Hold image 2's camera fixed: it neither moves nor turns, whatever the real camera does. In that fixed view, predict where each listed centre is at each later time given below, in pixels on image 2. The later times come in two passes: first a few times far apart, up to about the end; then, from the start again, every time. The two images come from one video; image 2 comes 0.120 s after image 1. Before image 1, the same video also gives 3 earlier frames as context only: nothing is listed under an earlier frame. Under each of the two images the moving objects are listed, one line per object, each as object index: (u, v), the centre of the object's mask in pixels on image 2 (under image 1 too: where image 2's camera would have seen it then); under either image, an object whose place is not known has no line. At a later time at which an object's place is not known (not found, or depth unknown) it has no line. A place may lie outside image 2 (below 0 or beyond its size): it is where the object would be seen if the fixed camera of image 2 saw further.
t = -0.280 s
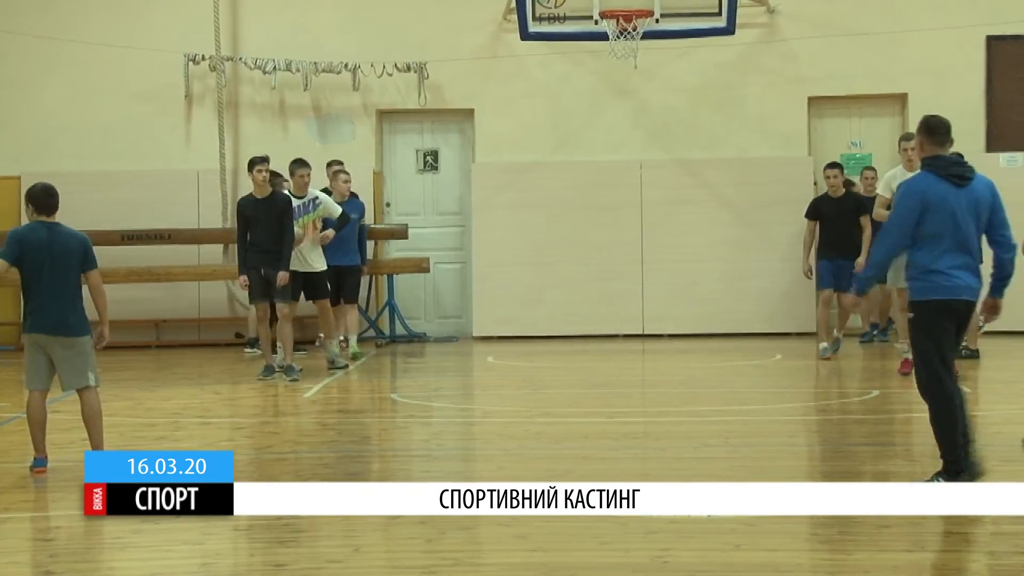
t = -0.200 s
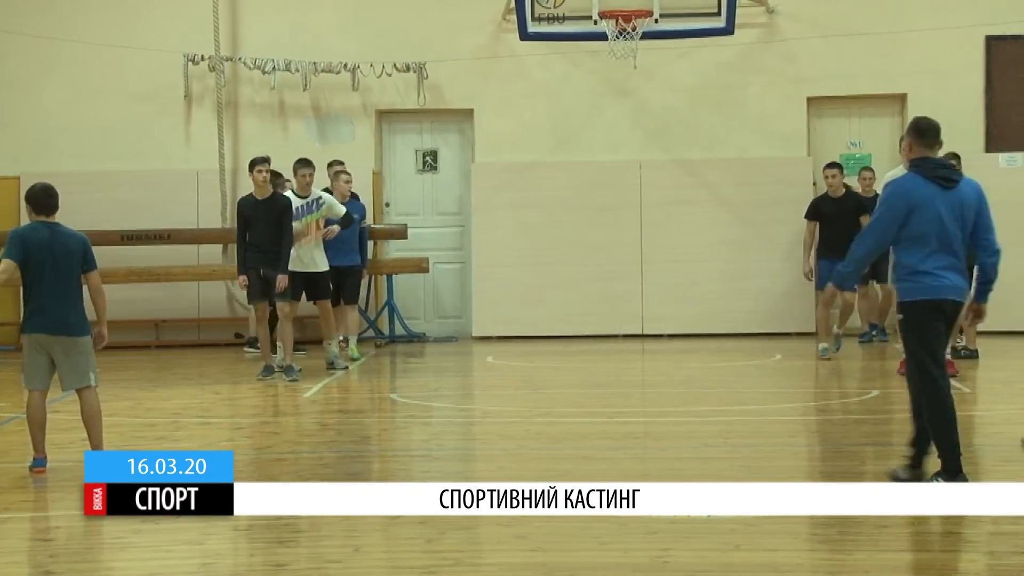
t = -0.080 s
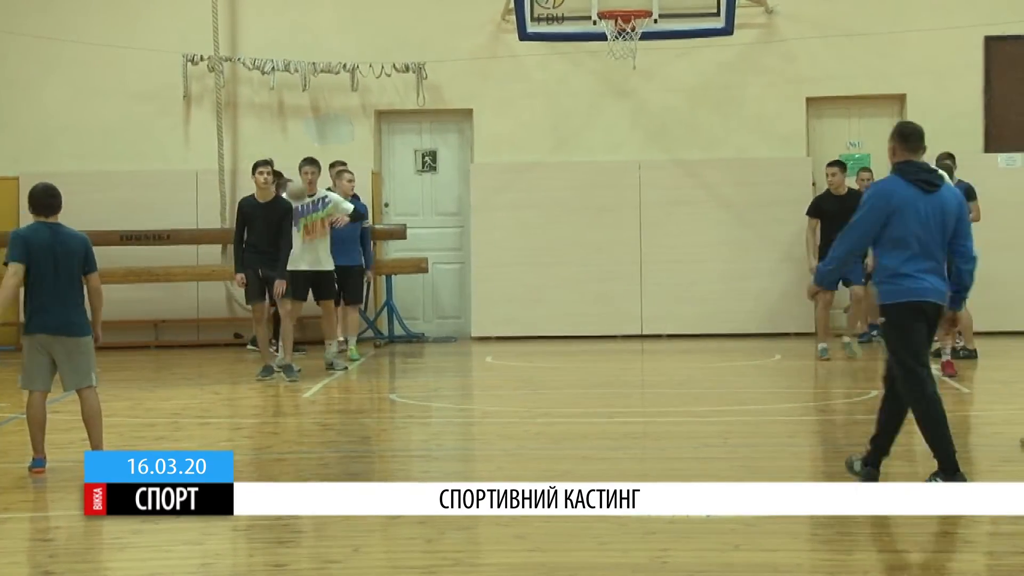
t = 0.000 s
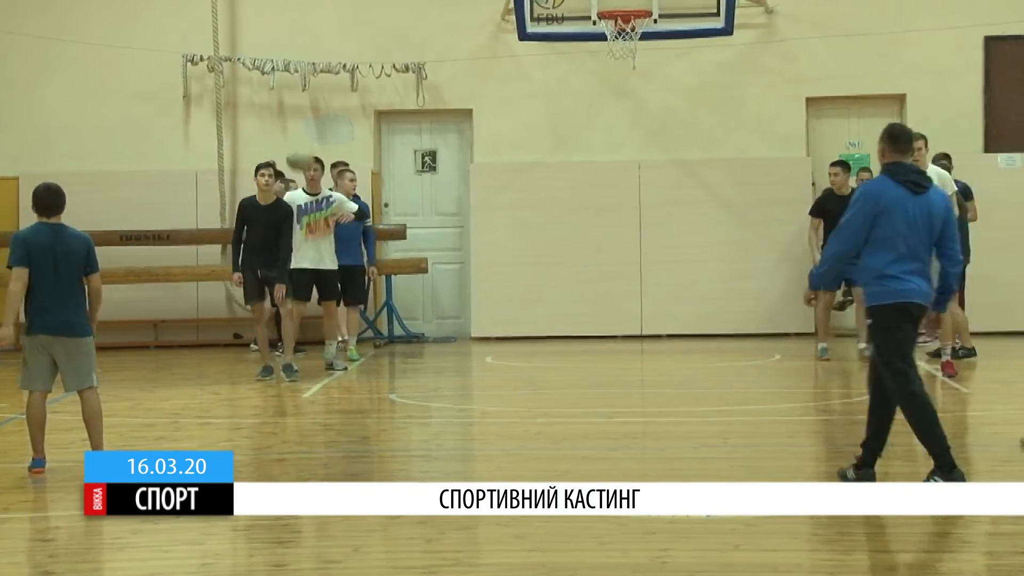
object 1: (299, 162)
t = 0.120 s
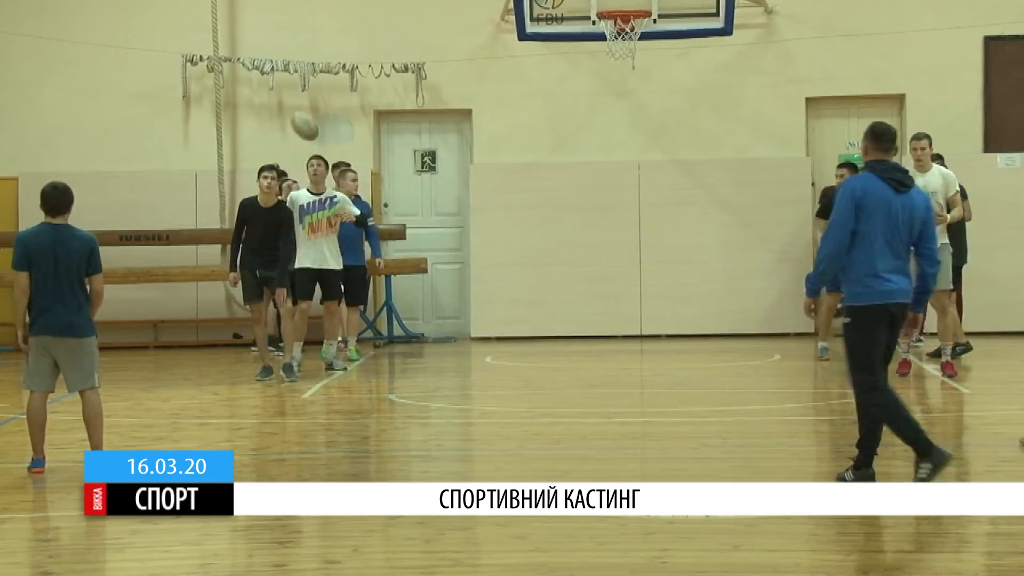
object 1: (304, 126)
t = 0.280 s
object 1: (312, 106)
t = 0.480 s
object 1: (322, 122)
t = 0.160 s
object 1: (307, 118)
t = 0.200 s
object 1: (309, 112)
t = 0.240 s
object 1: (310, 109)
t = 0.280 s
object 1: (312, 106)
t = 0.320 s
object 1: (314, 105)
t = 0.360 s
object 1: (316, 107)
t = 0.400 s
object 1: (318, 110)
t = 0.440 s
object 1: (320, 115)
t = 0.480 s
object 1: (322, 122)
